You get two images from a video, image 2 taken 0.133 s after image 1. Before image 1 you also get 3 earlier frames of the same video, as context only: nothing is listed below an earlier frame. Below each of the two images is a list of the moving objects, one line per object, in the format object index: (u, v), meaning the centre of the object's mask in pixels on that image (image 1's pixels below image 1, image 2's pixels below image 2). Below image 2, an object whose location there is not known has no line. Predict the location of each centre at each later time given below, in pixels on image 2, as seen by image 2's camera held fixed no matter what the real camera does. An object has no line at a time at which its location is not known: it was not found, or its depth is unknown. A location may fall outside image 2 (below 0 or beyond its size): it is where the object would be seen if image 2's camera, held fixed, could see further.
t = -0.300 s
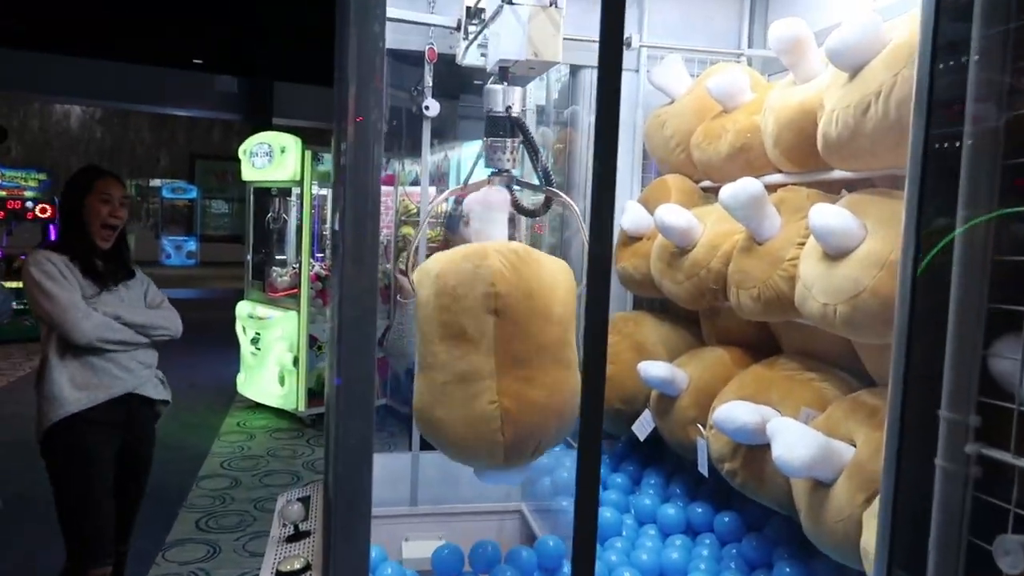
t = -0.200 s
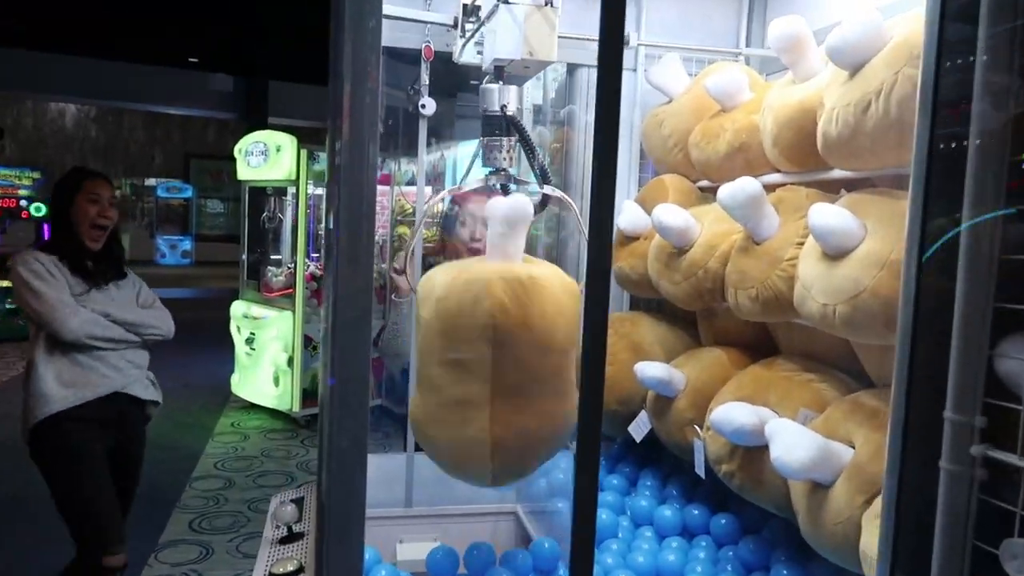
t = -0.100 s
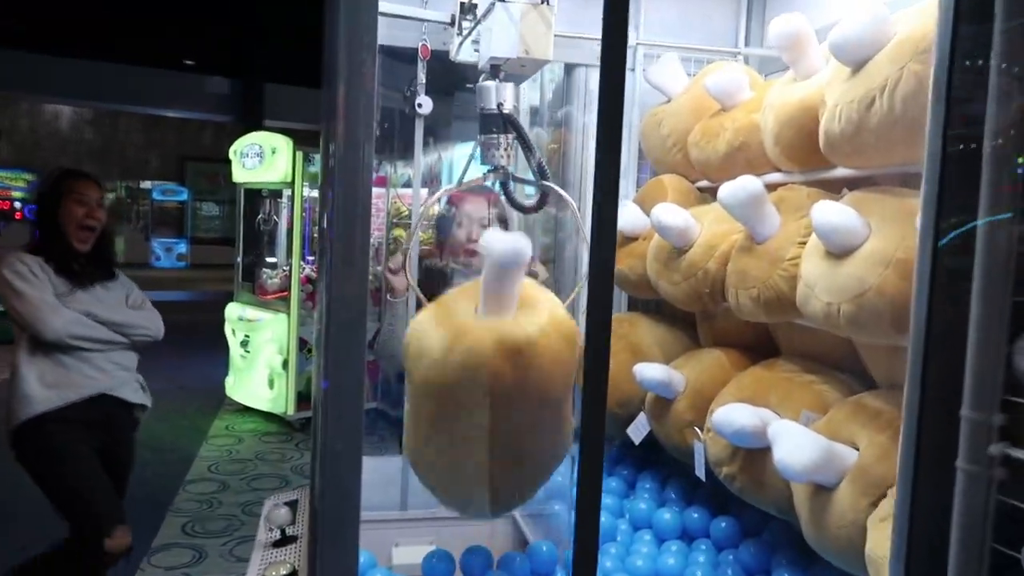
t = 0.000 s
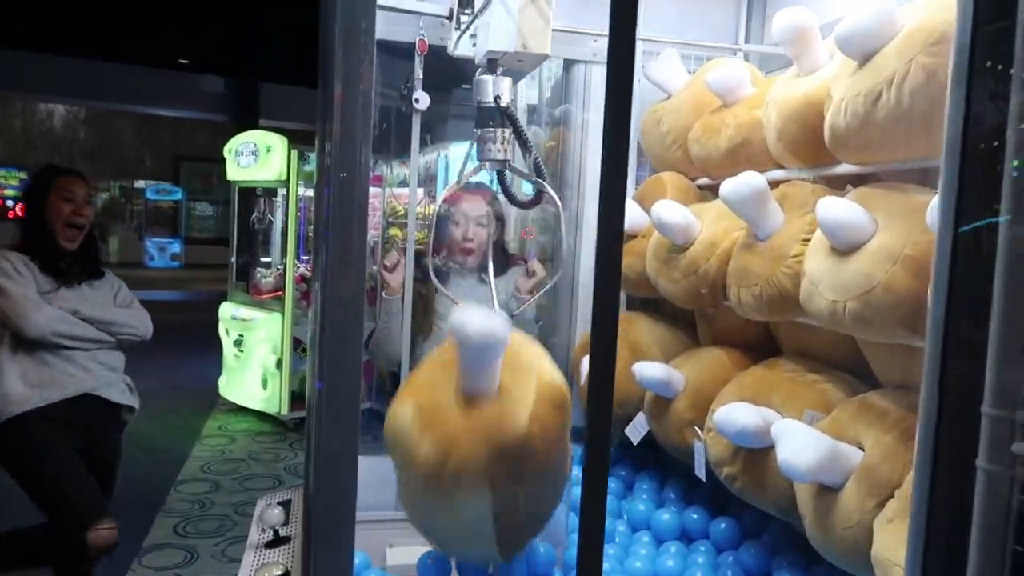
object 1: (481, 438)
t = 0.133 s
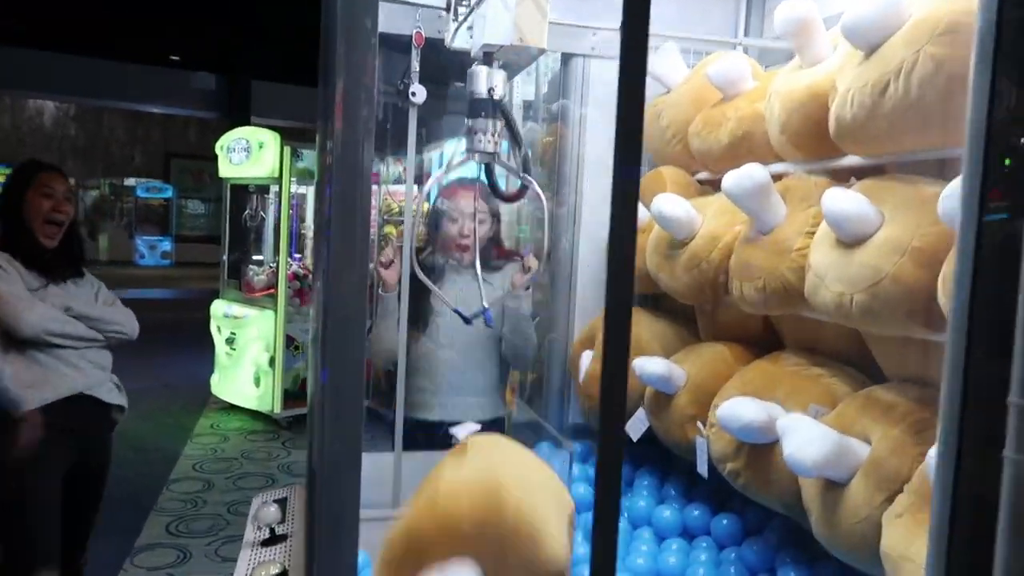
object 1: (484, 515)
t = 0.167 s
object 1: (480, 525)
